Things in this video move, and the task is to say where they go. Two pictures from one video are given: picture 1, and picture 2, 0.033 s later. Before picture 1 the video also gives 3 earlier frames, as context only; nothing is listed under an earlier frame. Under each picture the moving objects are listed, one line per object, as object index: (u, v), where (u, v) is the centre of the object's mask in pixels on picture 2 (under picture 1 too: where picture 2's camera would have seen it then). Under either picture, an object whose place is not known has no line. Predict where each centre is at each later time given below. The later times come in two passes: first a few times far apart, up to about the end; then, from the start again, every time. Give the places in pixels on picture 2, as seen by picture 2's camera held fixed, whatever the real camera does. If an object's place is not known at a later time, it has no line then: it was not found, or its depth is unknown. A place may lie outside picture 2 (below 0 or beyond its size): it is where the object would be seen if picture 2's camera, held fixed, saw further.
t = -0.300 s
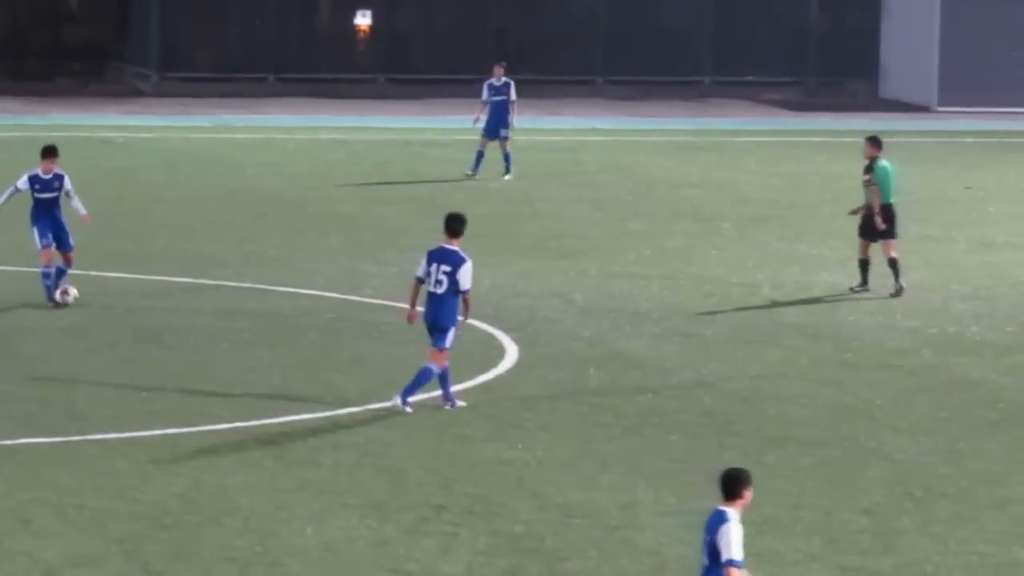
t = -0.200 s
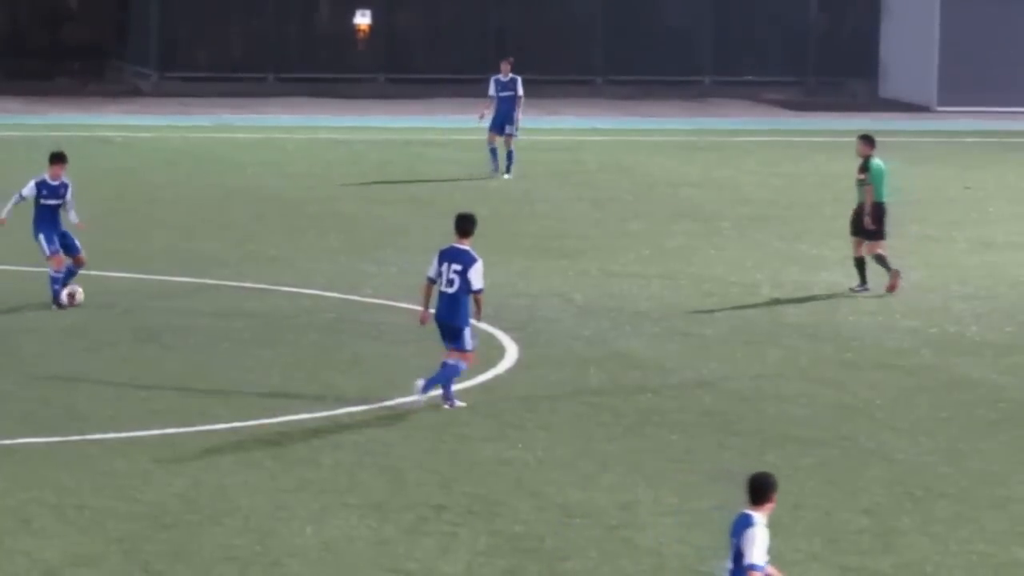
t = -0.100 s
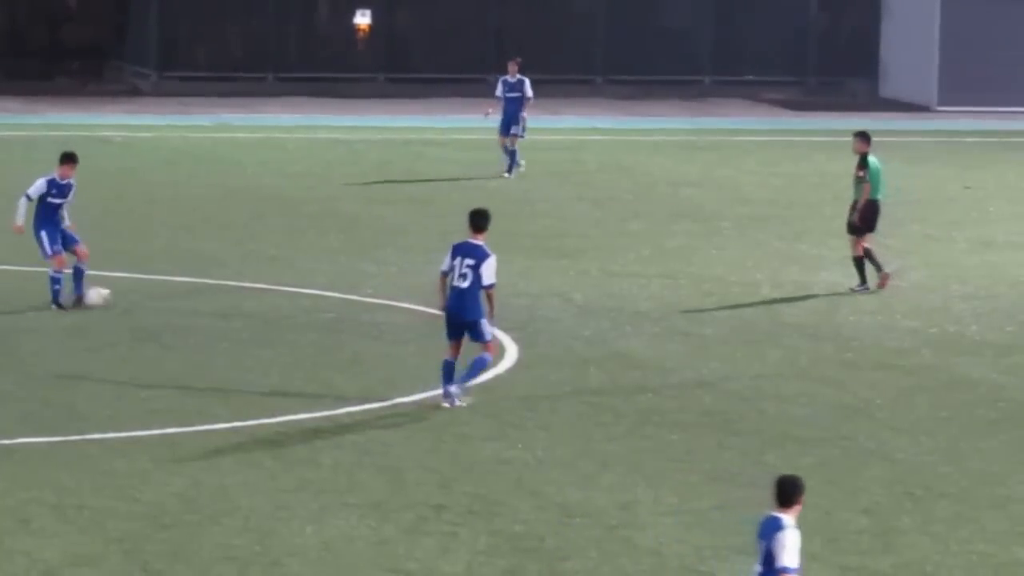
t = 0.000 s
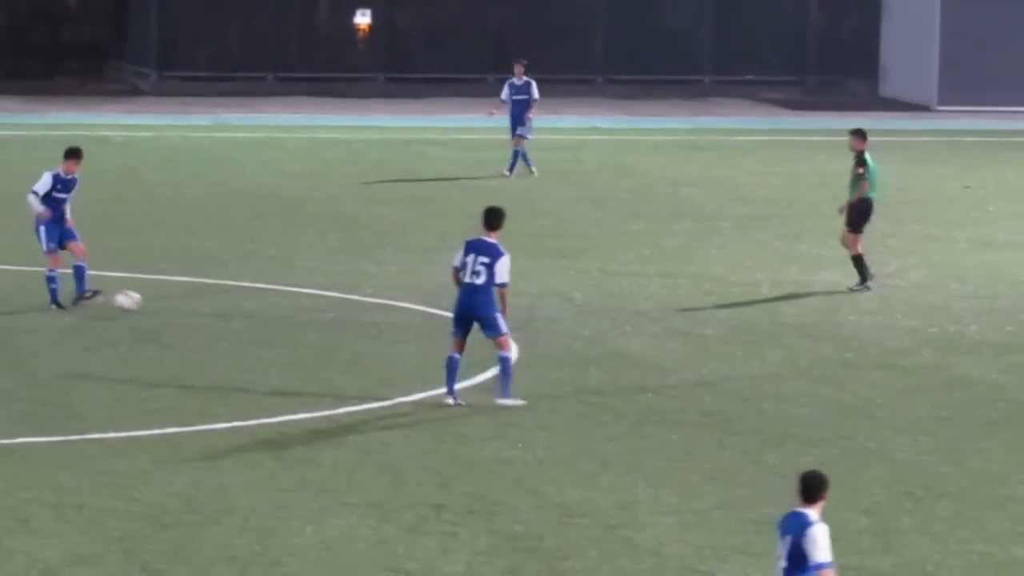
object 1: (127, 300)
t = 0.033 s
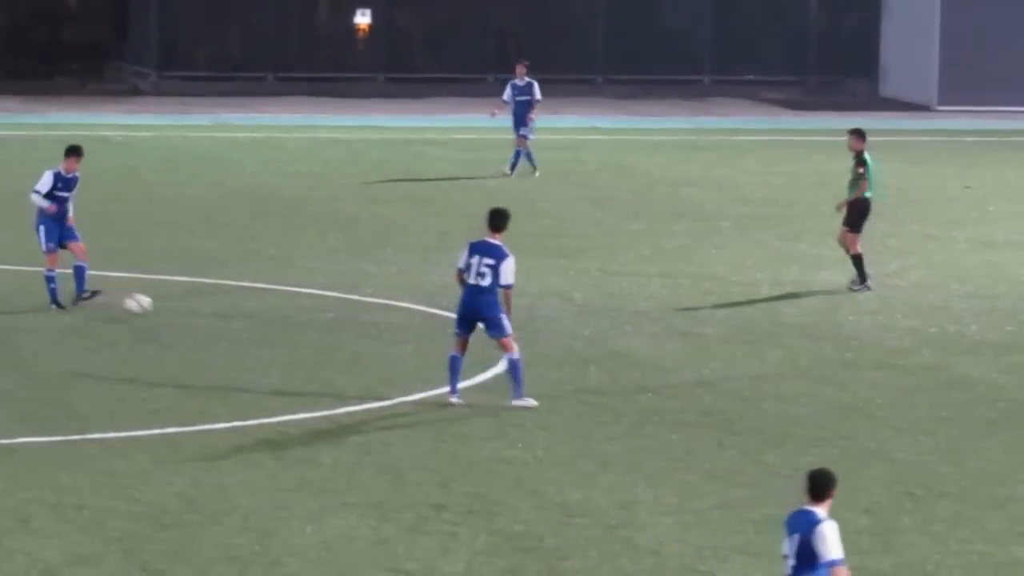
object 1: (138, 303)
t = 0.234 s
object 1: (193, 314)
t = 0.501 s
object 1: (261, 333)
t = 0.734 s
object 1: (319, 342)
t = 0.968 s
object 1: (375, 354)
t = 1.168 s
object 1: (423, 371)
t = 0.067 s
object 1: (148, 308)
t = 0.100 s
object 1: (158, 312)
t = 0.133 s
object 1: (167, 311)
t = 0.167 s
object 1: (176, 311)
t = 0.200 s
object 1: (184, 312)
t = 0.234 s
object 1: (193, 314)
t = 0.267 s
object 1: (202, 318)
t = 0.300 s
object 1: (211, 322)
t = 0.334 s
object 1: (220, 326)
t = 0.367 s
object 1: (228, 325)
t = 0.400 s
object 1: (236, 326)
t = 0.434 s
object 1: (244, 327)
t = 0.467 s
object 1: (253, 329)
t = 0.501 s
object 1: (261, 333)
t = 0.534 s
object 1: (270, 338)
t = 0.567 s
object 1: (278, 340)
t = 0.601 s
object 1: (286, 338)
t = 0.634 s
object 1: (294, 337)
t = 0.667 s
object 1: (302, 338)
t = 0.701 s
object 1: (311, 339)
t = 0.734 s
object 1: (319, 342)
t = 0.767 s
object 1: (327, 346)
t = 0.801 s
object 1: (335, 352)
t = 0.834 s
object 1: (343, 356)
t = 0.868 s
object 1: (350, 354)
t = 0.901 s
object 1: (358, 353)
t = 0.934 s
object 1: (366, 353)
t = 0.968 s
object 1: (375, 354)
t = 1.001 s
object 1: (383, 356)
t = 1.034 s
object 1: (391, 360)
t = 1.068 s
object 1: (399, 365)
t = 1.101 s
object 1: (407, 370)
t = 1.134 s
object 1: (415, 372)
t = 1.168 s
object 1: (423, 371)
